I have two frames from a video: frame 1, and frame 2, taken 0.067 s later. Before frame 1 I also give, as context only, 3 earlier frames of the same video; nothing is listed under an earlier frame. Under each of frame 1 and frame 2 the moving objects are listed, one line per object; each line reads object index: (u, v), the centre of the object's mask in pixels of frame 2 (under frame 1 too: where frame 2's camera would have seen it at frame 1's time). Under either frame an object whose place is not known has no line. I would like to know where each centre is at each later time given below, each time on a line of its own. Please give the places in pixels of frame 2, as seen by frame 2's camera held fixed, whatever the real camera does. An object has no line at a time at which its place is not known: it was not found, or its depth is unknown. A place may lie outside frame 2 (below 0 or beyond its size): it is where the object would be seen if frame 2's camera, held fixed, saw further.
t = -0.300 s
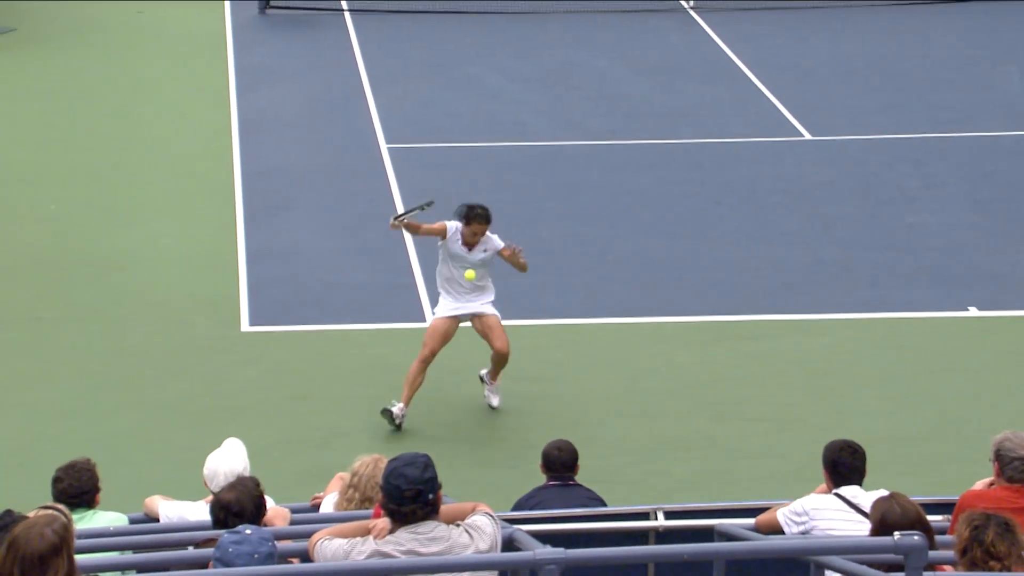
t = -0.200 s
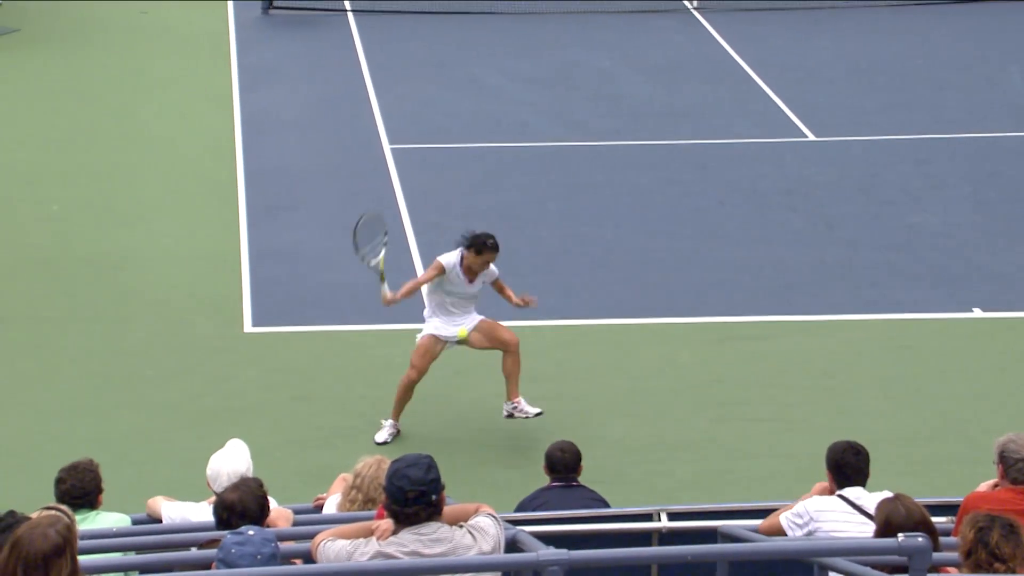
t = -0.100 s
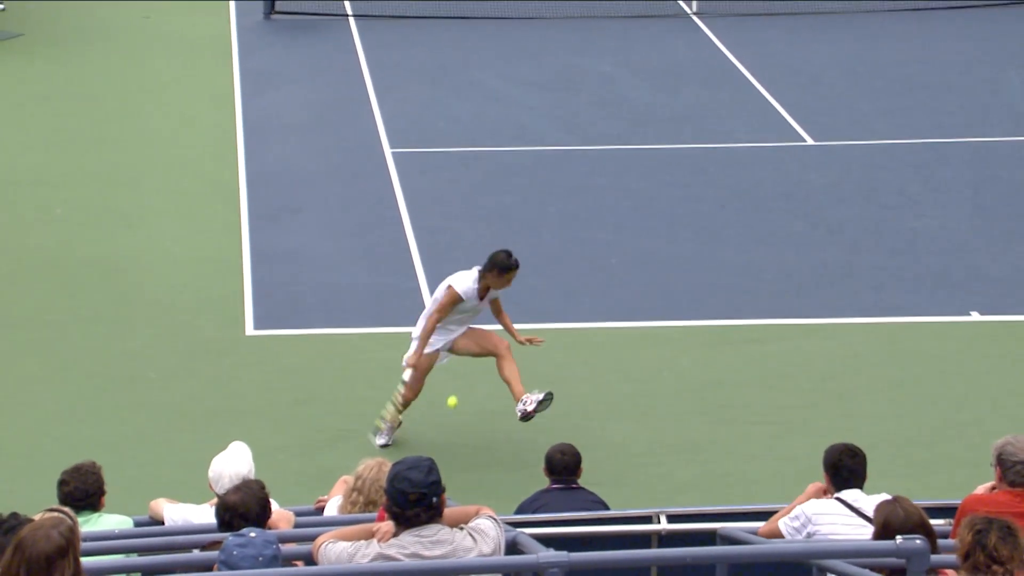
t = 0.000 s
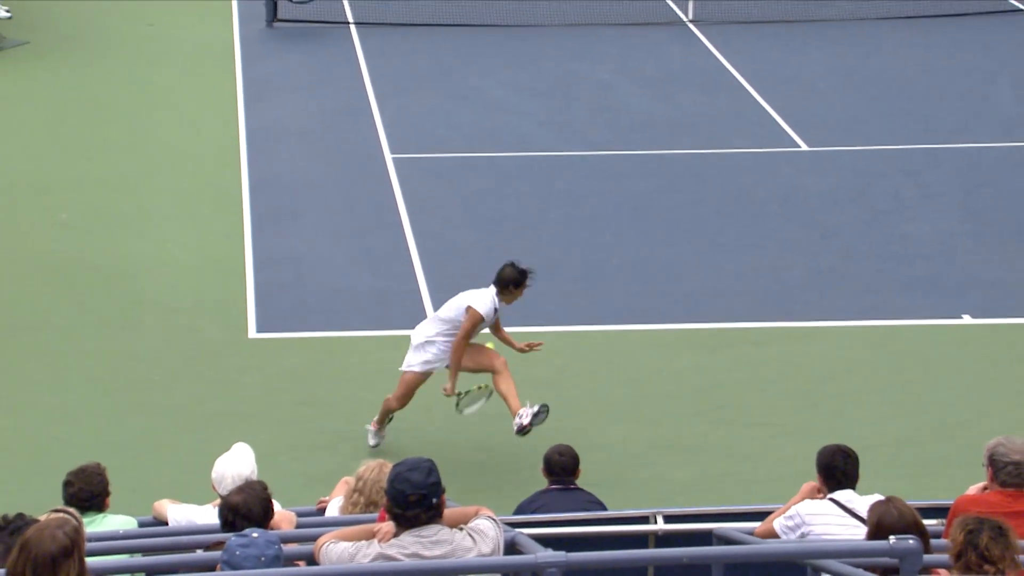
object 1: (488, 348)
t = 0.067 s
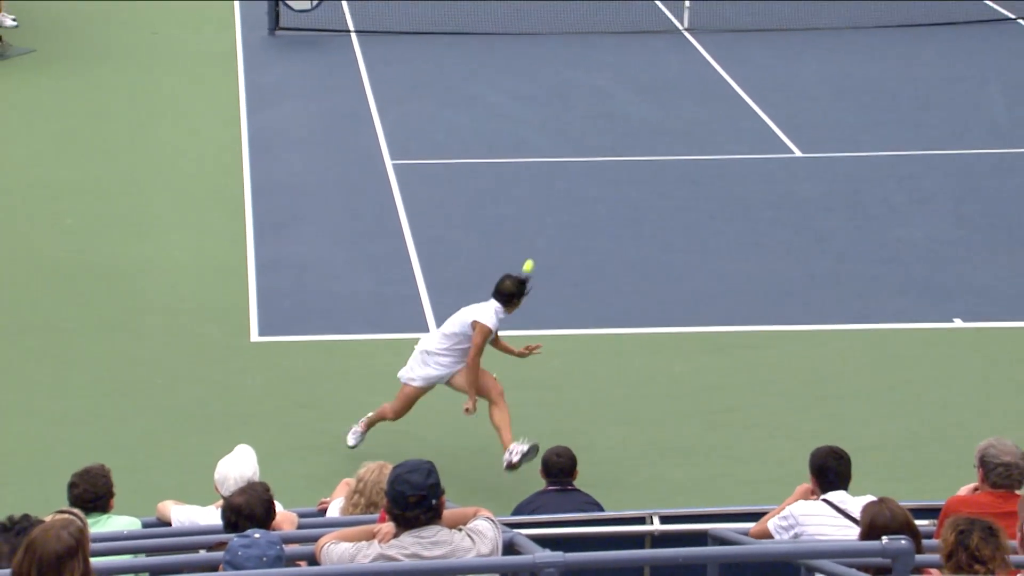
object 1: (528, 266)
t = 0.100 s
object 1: (549, 224)
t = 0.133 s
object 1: (568, 186)
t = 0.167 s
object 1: (582, 158)
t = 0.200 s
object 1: (598, 128)
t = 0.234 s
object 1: (610, 105)
